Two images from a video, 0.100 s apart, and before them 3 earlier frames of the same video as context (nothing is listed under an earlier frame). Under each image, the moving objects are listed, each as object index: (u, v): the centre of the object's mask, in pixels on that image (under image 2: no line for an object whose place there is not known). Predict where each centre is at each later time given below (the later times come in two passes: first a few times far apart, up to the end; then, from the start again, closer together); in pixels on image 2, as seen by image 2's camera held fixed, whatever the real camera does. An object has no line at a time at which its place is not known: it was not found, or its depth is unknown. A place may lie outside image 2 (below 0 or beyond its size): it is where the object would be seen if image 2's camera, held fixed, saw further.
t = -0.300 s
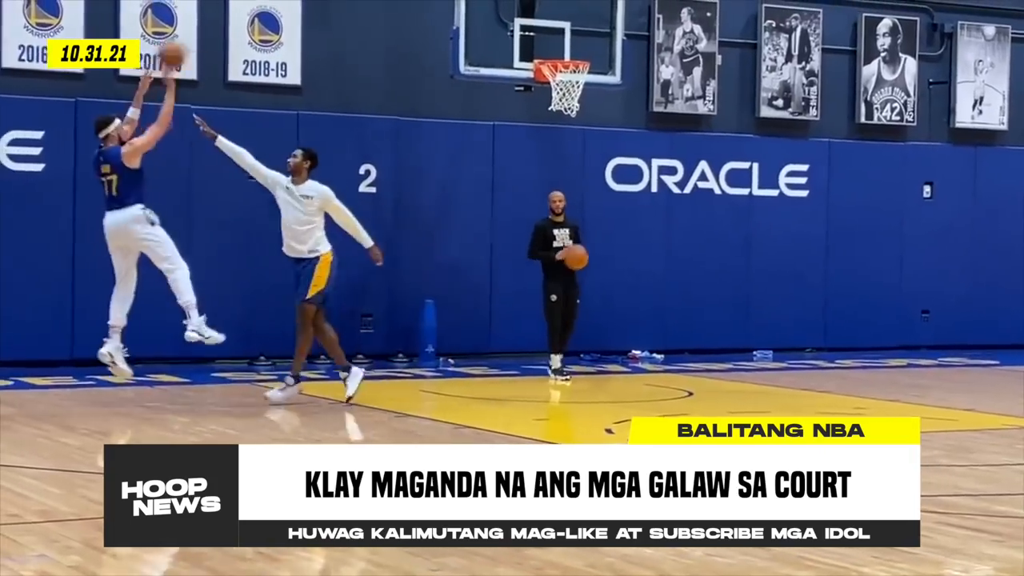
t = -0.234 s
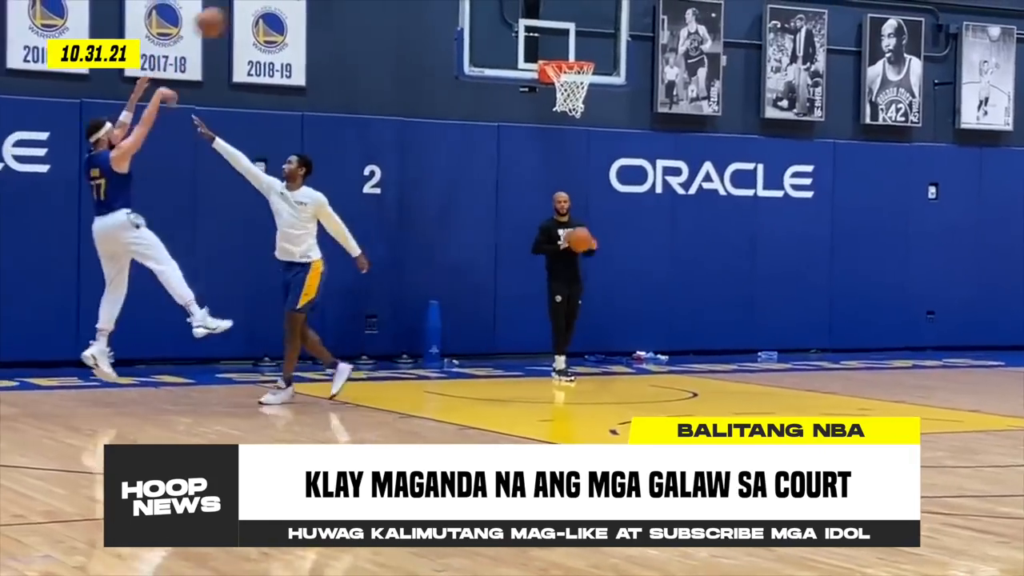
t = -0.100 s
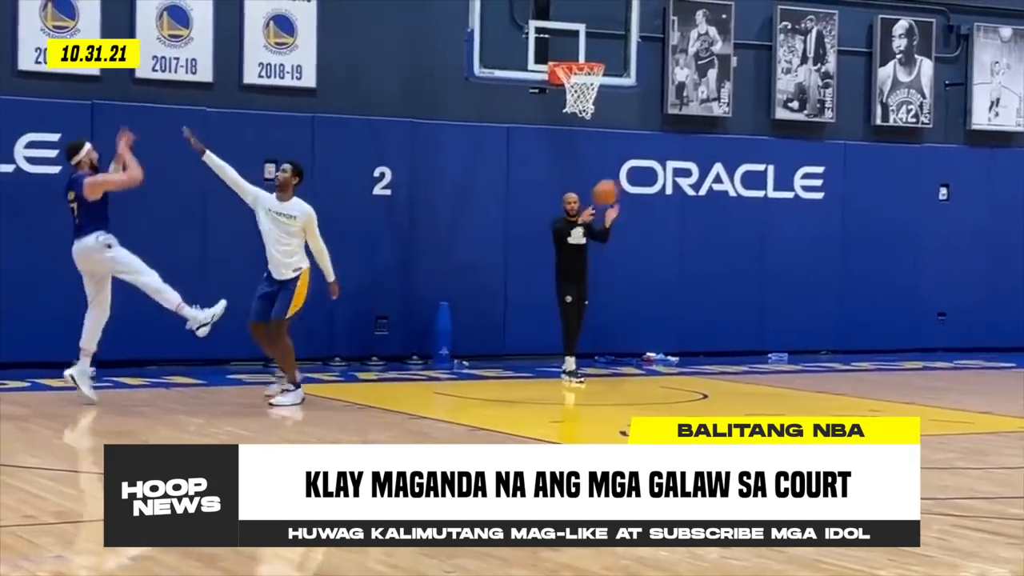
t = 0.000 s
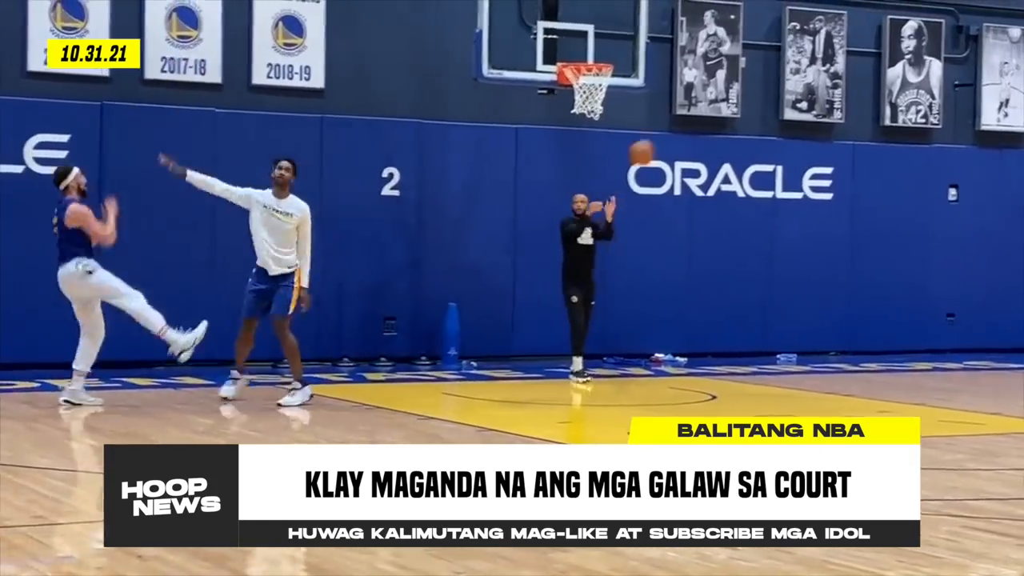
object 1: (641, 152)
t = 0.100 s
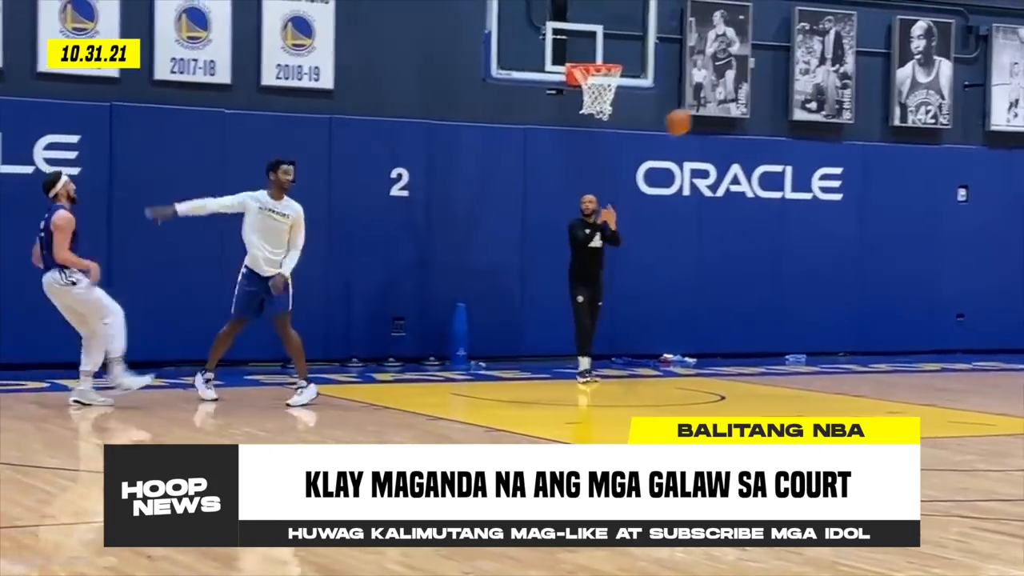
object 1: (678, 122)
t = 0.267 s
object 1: (727, 89)
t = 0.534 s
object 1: (814, 99)
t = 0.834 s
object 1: (919, 212)
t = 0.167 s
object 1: (697, 106)
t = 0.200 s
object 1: (706, 100)
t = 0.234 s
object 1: (716, 94)
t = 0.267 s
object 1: (727, 89)
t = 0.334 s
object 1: (749, 84)
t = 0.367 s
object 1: (760, 83)
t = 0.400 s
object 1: (770, 83)
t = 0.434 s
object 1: (780, 85)
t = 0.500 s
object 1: (802, 92)
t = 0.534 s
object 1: (814, 99)
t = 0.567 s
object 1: (825, 105)
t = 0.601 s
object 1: (835, 114)
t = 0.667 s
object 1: (859, 134)
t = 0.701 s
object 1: (871, 146)
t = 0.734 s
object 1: (882, 160)
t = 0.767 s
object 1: (894, 176)
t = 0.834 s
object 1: (919, 212)
